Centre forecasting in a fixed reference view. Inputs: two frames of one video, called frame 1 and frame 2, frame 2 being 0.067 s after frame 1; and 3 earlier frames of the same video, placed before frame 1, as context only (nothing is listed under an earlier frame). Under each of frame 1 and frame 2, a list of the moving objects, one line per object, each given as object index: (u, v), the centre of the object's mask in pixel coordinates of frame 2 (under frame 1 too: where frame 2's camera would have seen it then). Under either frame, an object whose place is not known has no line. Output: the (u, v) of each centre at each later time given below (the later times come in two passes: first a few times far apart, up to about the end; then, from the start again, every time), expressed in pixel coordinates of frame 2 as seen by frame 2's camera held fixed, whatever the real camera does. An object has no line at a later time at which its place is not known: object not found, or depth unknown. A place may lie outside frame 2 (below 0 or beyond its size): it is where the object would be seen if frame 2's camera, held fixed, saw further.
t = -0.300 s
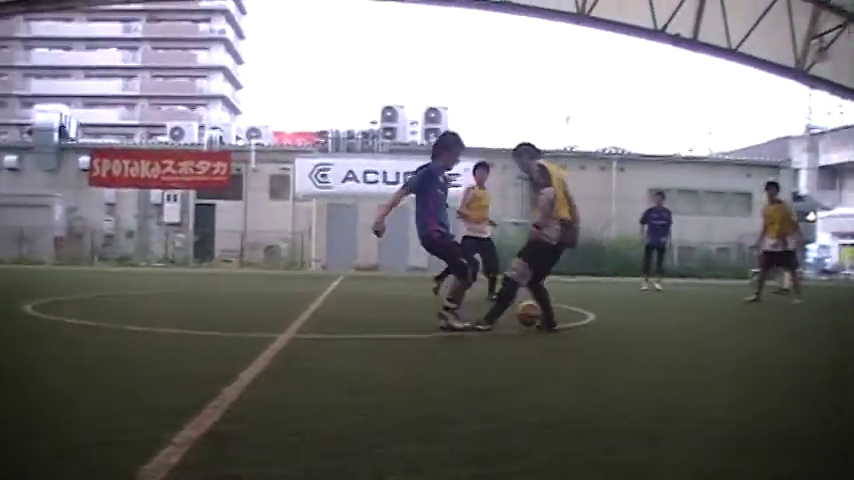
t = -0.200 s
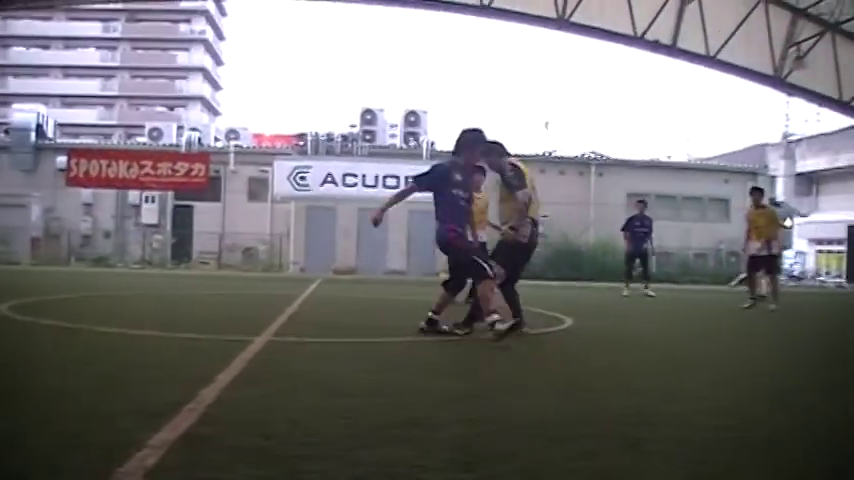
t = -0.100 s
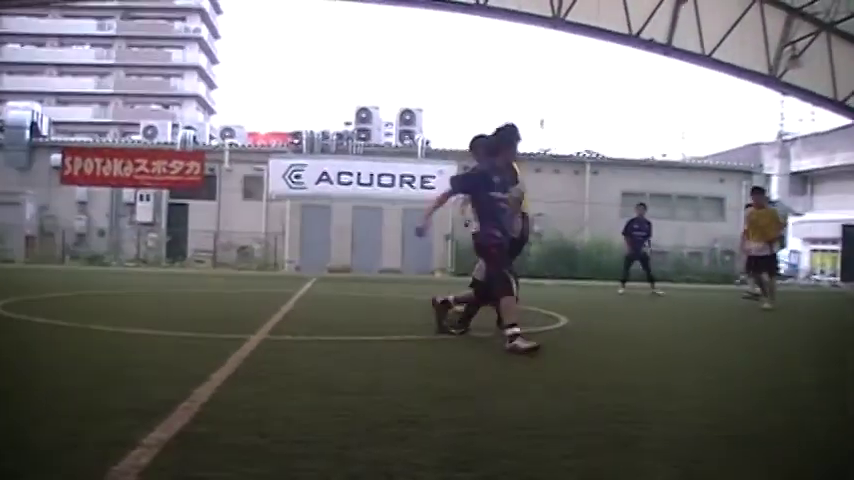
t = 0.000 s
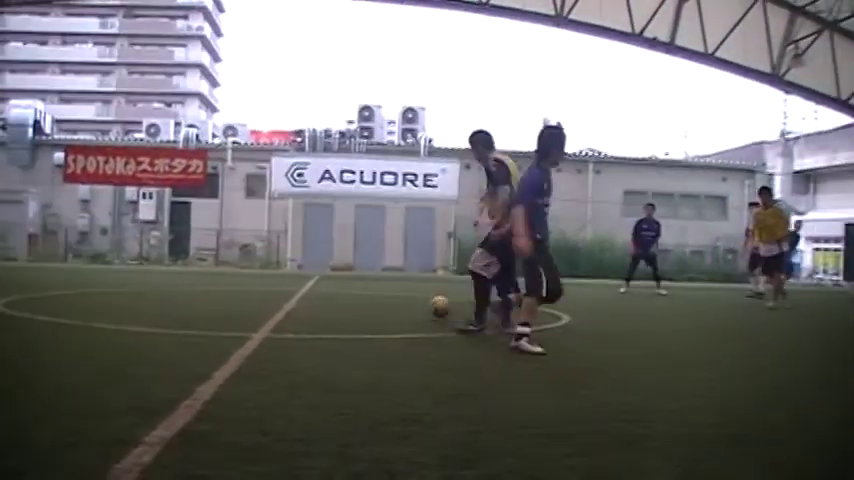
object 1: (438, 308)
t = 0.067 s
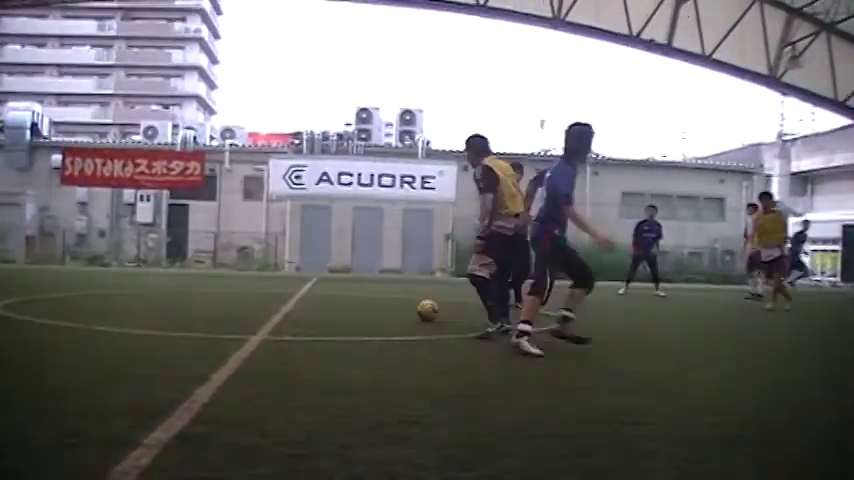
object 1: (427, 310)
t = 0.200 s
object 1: (412, 308)
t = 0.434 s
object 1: (390, 307)
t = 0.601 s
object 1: (376, 306)
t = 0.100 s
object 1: (423, 309)
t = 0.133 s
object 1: (420, 309)
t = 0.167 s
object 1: (416, 309)
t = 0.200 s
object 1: (412, 308)
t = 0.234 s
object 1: (409, 309)
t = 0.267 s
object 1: (406, 309)
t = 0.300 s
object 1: (403, 308)
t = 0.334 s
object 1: (400, 308)
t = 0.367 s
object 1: (397, 308)
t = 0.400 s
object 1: (393, 307)
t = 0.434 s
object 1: (390, 307)
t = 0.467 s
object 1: (388, 307)
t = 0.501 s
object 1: (385, 307)
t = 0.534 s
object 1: (382, 307)
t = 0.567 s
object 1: (378, 306)
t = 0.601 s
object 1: (376, 306)
